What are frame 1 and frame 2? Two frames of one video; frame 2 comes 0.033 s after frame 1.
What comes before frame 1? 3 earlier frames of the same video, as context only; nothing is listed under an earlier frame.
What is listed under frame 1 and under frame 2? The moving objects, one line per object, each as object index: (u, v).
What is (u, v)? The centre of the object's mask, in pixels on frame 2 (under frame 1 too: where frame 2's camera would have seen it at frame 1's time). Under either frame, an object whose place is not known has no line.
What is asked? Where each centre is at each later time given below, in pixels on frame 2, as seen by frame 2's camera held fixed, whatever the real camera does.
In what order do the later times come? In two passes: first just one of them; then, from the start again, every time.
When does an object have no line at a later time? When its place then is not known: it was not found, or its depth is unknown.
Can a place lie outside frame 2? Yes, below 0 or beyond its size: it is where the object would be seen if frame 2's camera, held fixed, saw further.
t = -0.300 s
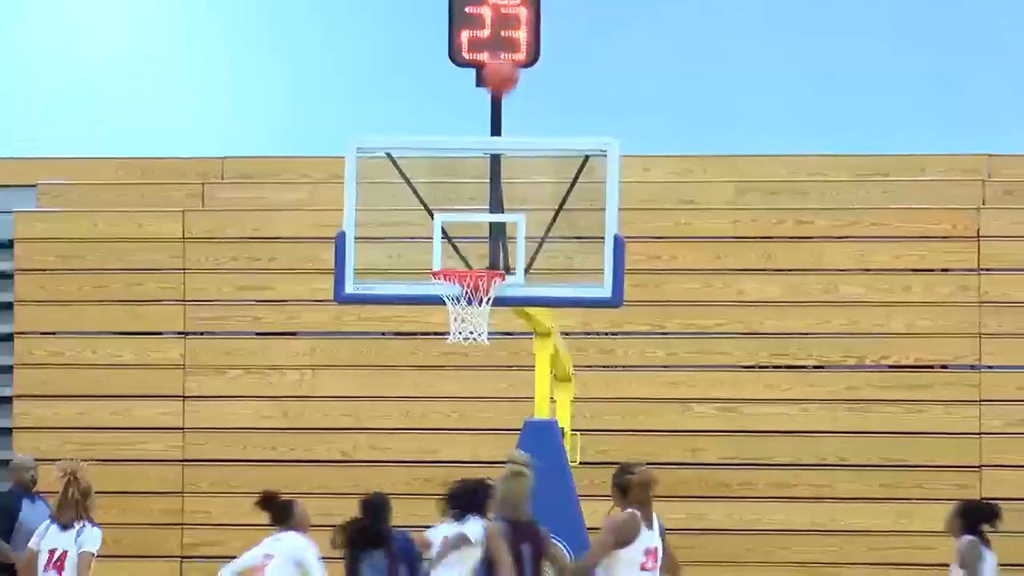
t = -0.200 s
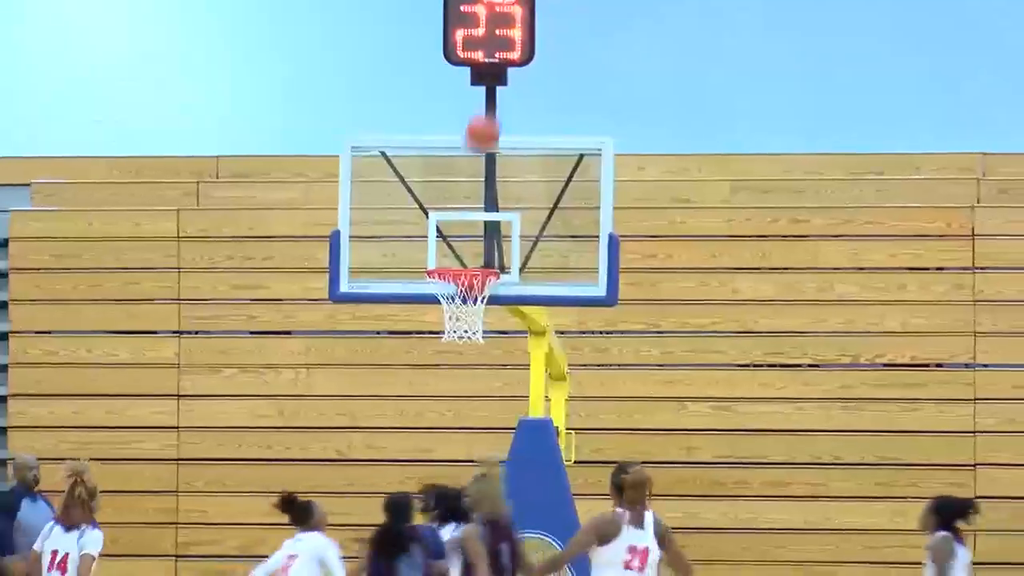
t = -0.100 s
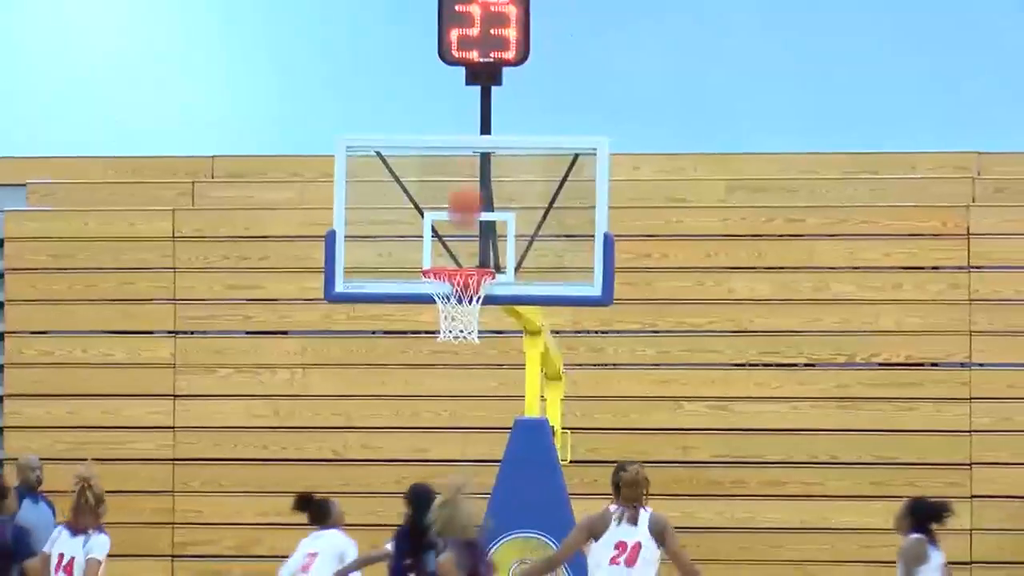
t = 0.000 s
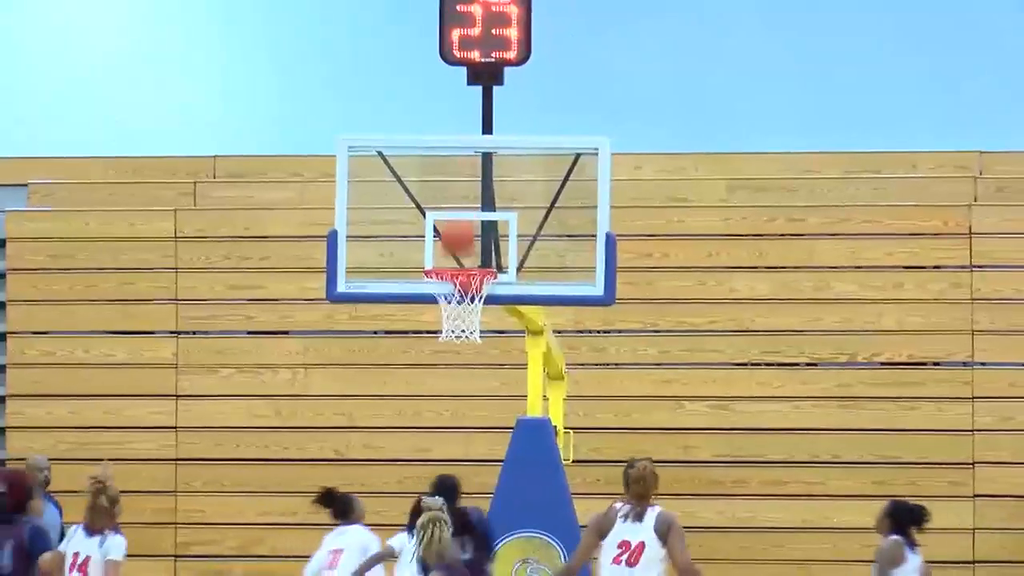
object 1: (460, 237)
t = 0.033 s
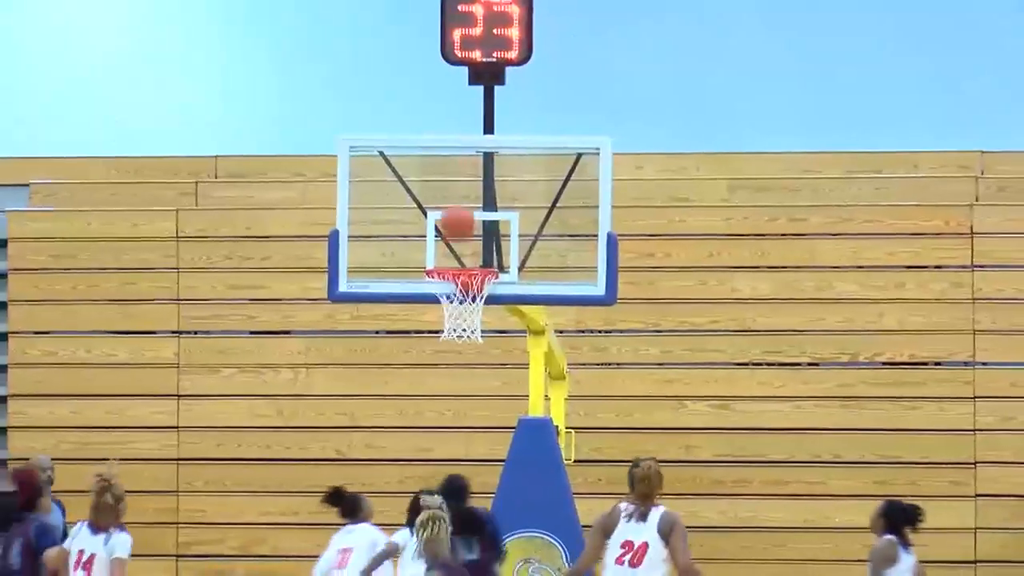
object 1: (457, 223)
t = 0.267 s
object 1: (445, 158)
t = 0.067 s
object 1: (455, 209)
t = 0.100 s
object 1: (453, 195)
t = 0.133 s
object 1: (452, 186)
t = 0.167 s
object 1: (450, 180)
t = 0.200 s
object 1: (448, 170)
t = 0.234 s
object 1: (446, 163)
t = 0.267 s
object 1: (445, 158)
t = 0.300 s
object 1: (442, 156)
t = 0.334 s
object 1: (440, 155)
